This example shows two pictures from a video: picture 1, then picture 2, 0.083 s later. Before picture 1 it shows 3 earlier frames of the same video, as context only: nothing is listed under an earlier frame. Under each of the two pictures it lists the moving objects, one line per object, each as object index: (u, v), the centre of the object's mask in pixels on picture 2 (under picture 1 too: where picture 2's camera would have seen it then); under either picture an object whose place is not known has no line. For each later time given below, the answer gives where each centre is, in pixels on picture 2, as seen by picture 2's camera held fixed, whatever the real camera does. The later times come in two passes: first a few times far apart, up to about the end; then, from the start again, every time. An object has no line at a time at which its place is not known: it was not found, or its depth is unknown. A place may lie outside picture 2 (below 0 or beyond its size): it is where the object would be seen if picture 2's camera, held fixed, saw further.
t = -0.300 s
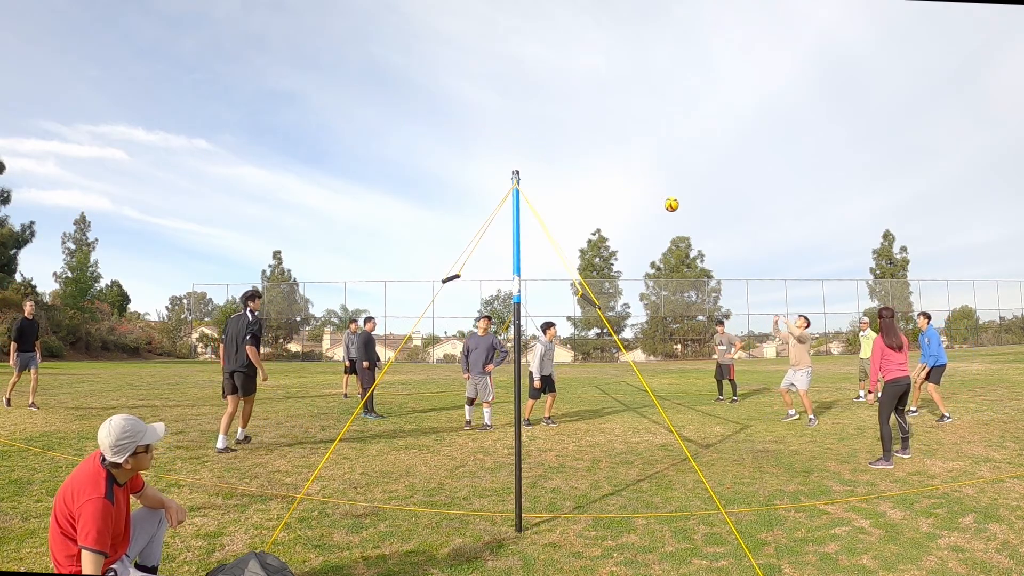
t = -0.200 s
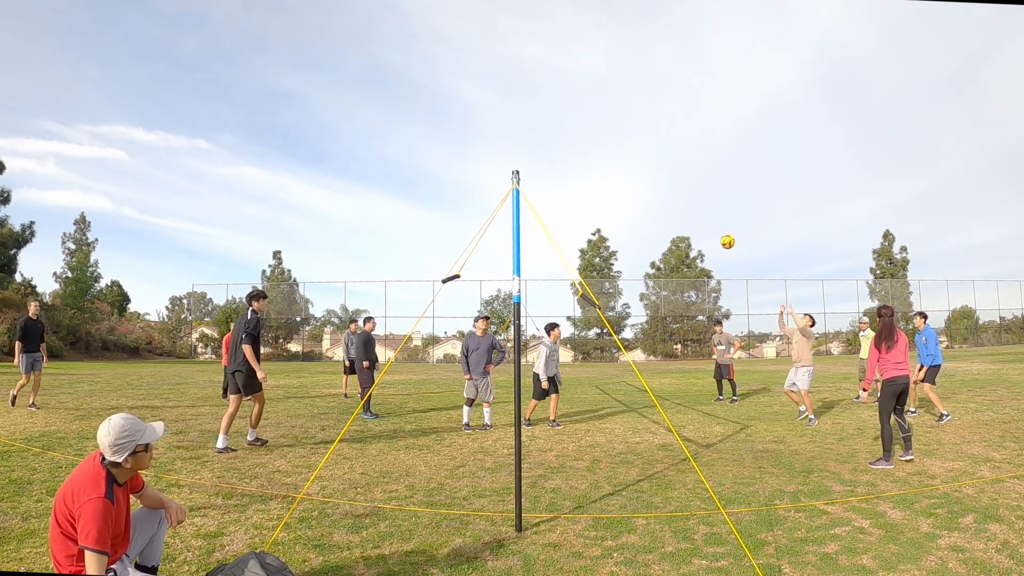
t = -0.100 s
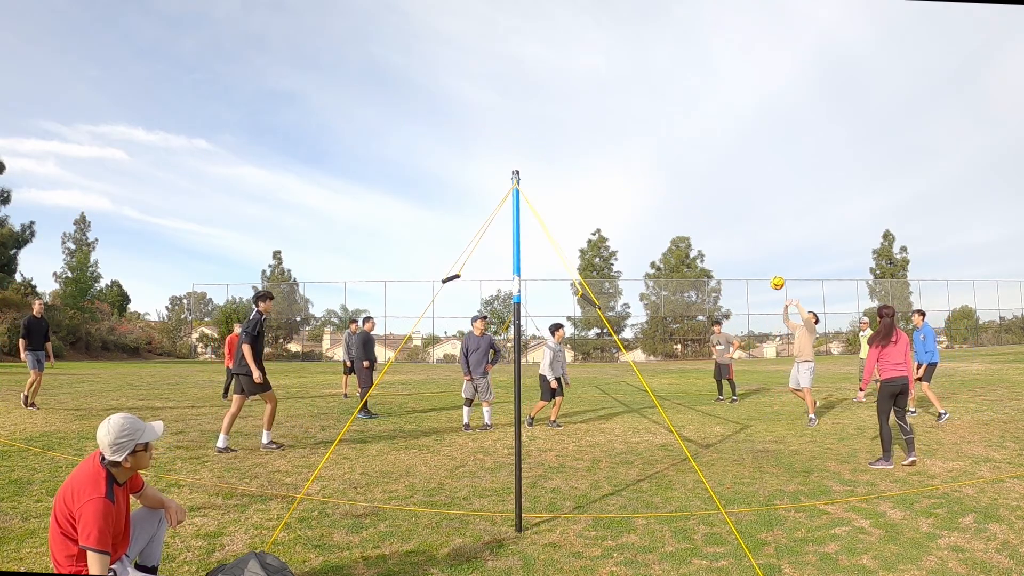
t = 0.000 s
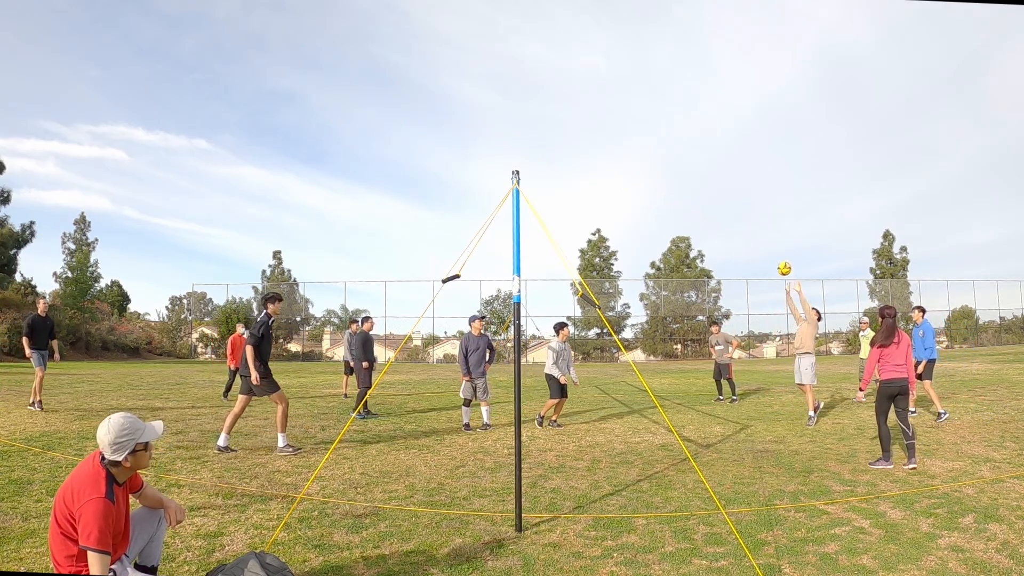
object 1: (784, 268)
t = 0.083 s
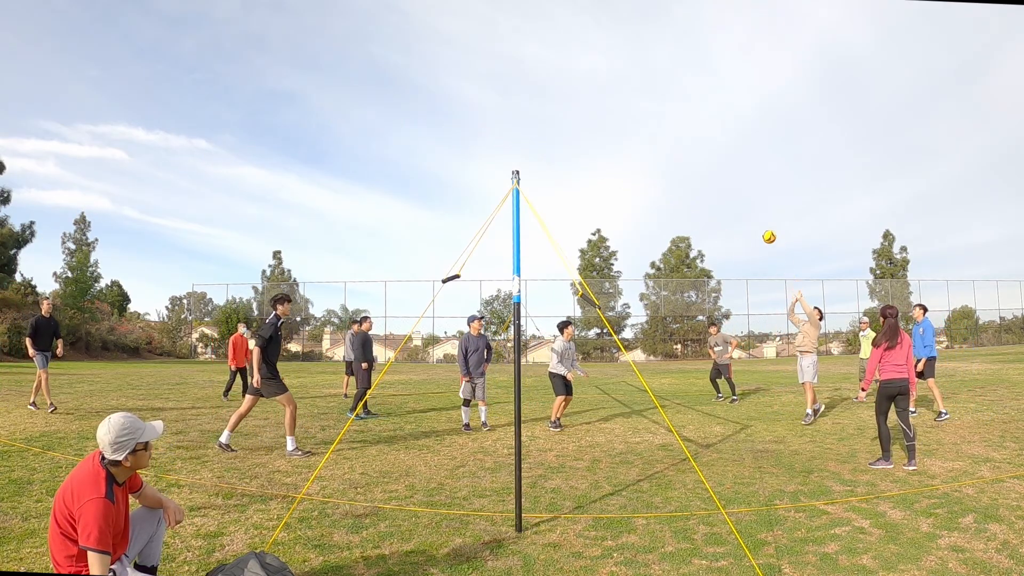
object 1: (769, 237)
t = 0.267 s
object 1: (737, 184)
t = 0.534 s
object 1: (695, 148)
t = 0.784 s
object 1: (661, 153)
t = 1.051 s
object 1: (627, 201)
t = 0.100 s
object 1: (766, 231)
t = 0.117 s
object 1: (763, 225)
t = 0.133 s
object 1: (760, 220)
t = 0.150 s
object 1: (757, 214)
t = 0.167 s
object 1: (754, 210)
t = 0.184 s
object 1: (751, 205)
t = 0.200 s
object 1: (748, 200)
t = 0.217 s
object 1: (745, 196)
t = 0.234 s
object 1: (742, 192)
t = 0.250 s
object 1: (739, 188)
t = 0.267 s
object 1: (737, 184)
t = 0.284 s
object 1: (734, 180)
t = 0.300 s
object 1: (731, 177)
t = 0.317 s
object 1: (728, 174)
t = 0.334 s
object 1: (725, 171)
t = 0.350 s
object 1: (723, 168)
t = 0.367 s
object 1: (720, 165)
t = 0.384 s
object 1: (717, 163)
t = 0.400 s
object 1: (715, 160)
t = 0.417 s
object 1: (712, 158)
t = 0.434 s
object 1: (710, 156)
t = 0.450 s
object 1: (707, 154)
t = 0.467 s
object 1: (705, 153)
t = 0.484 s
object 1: (702, 151)
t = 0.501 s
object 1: (700, 150)
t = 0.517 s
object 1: (697, 148)
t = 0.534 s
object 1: (695, 148)
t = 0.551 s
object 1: (692, 147)
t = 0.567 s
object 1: (690, 146)
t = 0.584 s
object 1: (688, 146)
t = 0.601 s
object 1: (685, 146)
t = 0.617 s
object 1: (683, 145)
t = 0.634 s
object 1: (681, 145)
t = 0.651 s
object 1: (678, 146)
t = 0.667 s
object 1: (676, 146)
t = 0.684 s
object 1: (674, 146)
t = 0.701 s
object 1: (672, 147)
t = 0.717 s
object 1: (669, 148)
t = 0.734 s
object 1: (667, 149)
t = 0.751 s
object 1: (665, 150)
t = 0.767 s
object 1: (663, 151)
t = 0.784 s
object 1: (661, 153)
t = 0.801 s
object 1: (658, 155)
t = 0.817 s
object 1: (656, 156)
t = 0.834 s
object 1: (654, 158)
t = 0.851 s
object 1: (652, 160)
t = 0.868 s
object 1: (650, 163)
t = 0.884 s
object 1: (647, 166)
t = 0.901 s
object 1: (646, 169)
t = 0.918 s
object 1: (643, 171)
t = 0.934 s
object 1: (642, 174)
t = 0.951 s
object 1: (639, 178)
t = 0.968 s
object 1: (638, 181)
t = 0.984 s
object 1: (635, 185)
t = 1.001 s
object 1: (633, 188)
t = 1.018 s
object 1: (631, 192)
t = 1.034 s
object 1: (629, 196)
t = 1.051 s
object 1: (627, 201)
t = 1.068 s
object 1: (625, 205)
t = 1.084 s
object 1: (623, 210)
